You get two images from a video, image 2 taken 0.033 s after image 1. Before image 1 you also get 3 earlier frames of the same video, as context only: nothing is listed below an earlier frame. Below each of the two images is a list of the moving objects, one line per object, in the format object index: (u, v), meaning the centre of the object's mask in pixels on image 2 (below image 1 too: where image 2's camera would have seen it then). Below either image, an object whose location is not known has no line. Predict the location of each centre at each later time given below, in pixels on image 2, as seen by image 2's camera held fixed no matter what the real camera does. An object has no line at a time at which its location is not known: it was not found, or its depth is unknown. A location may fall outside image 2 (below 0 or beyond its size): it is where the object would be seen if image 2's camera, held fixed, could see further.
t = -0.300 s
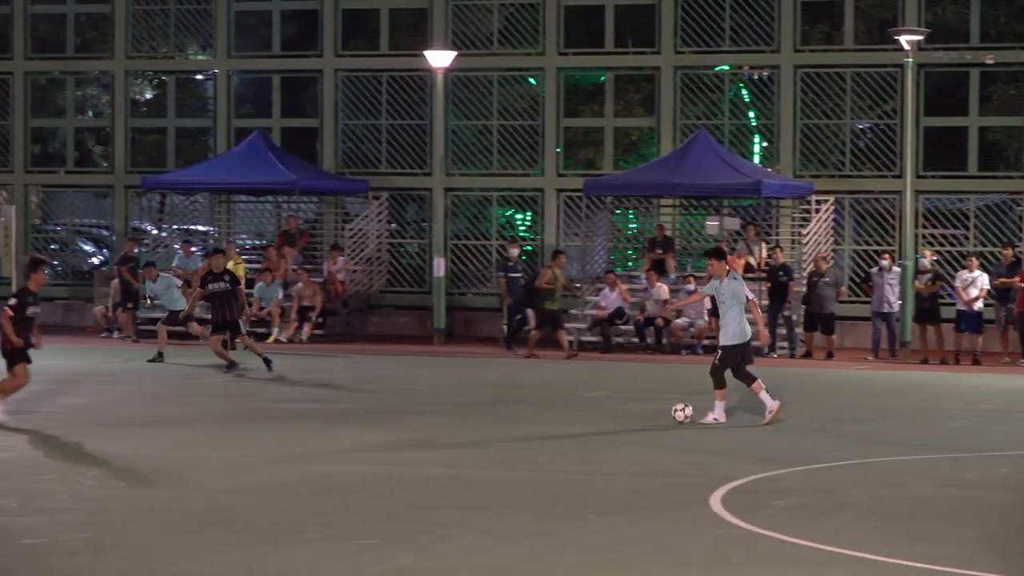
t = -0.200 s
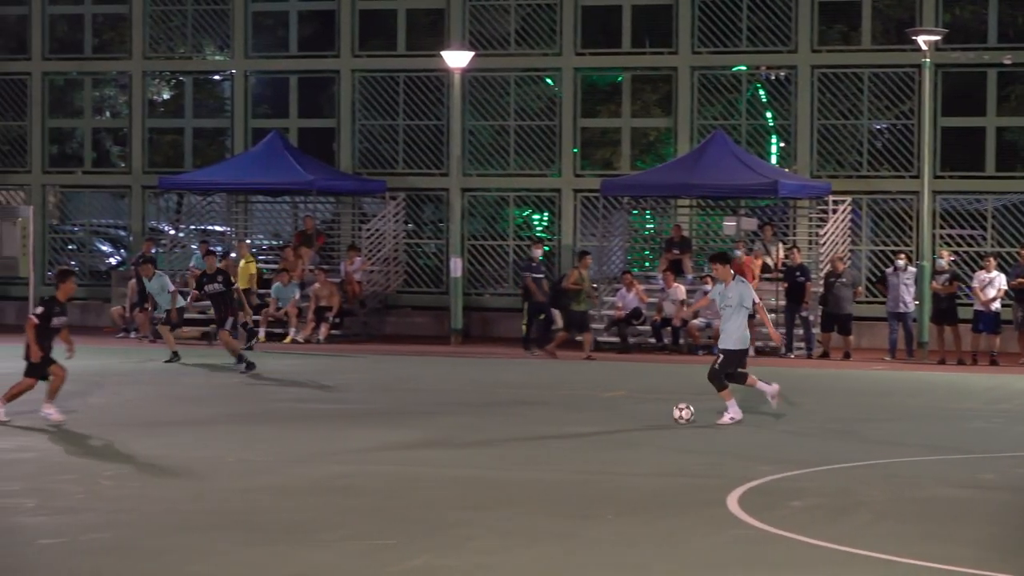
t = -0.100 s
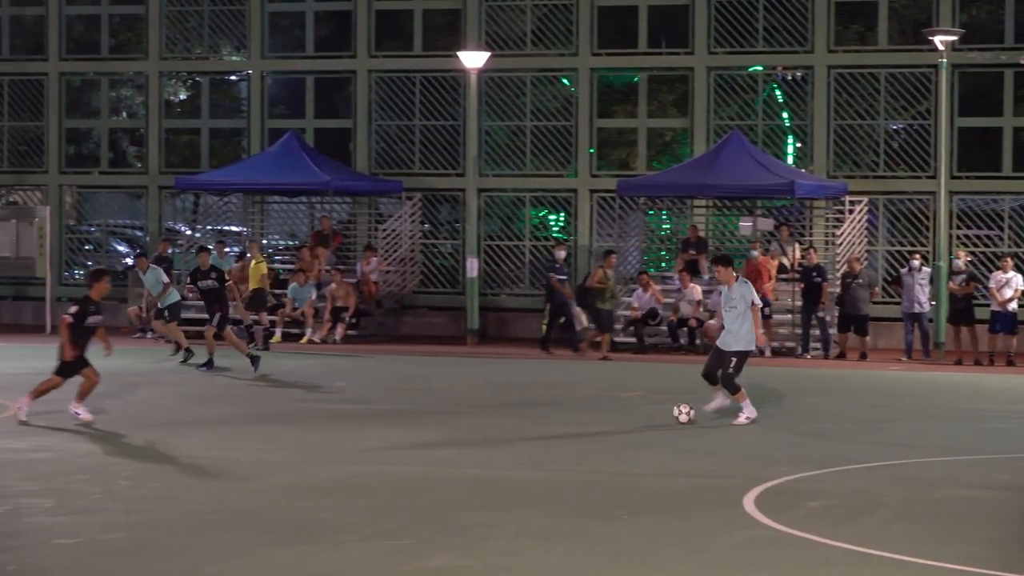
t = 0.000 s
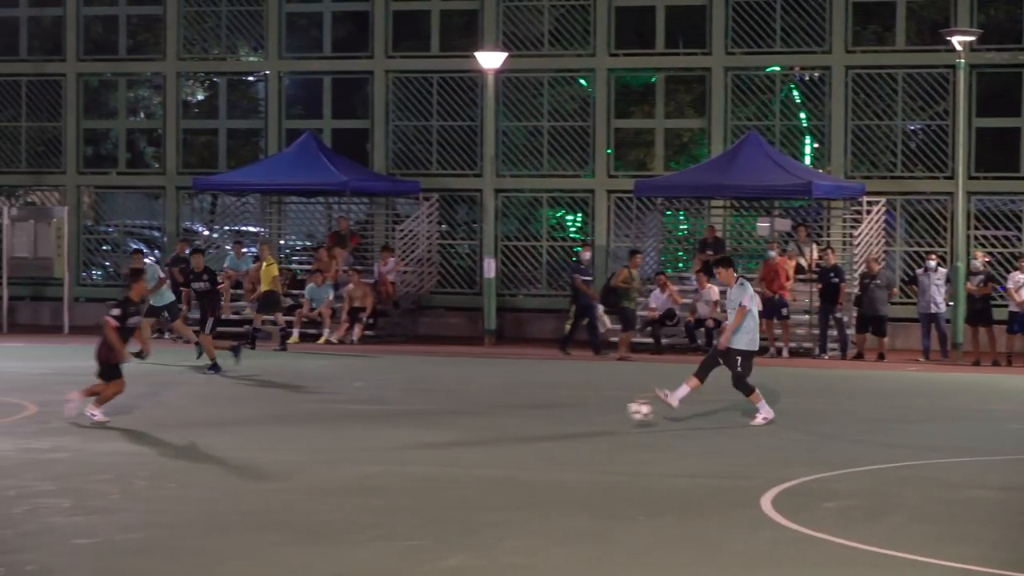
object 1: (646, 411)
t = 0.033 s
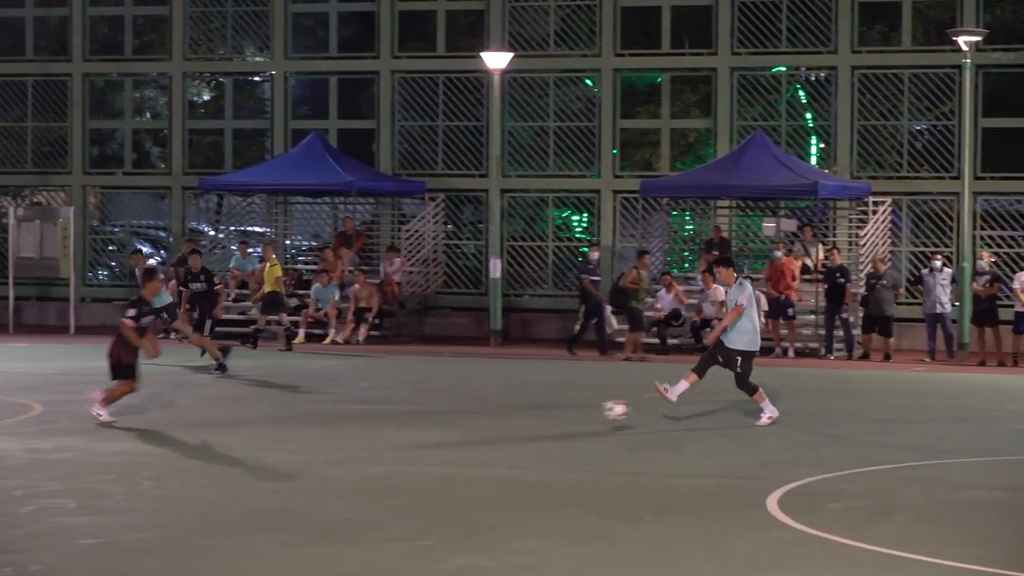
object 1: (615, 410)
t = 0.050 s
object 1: (600, 410)
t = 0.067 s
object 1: (585, 410)
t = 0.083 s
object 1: (569, 410)
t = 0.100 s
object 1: (553, 412)
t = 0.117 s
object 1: (538, 413)
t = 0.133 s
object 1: (521, 415)
